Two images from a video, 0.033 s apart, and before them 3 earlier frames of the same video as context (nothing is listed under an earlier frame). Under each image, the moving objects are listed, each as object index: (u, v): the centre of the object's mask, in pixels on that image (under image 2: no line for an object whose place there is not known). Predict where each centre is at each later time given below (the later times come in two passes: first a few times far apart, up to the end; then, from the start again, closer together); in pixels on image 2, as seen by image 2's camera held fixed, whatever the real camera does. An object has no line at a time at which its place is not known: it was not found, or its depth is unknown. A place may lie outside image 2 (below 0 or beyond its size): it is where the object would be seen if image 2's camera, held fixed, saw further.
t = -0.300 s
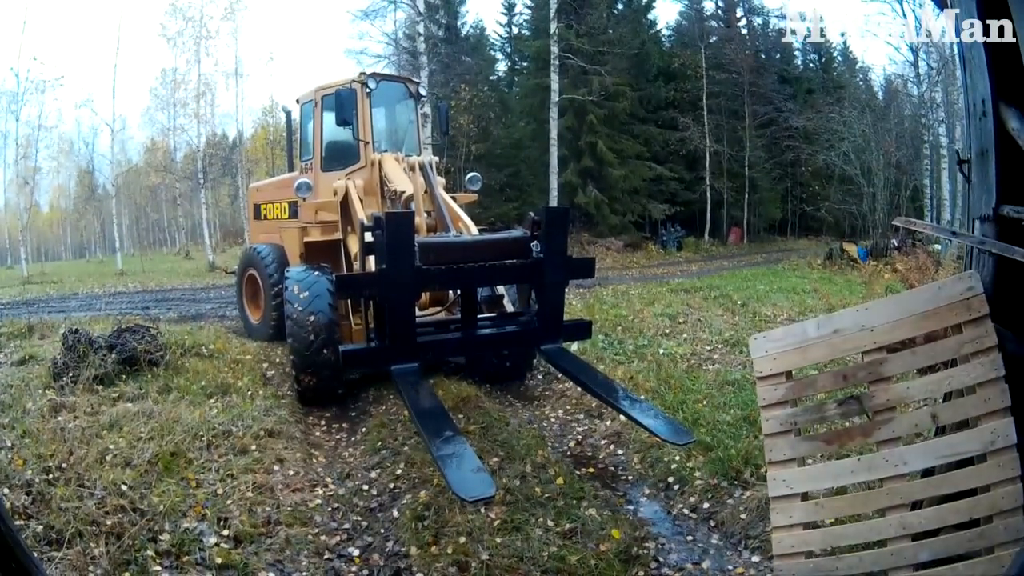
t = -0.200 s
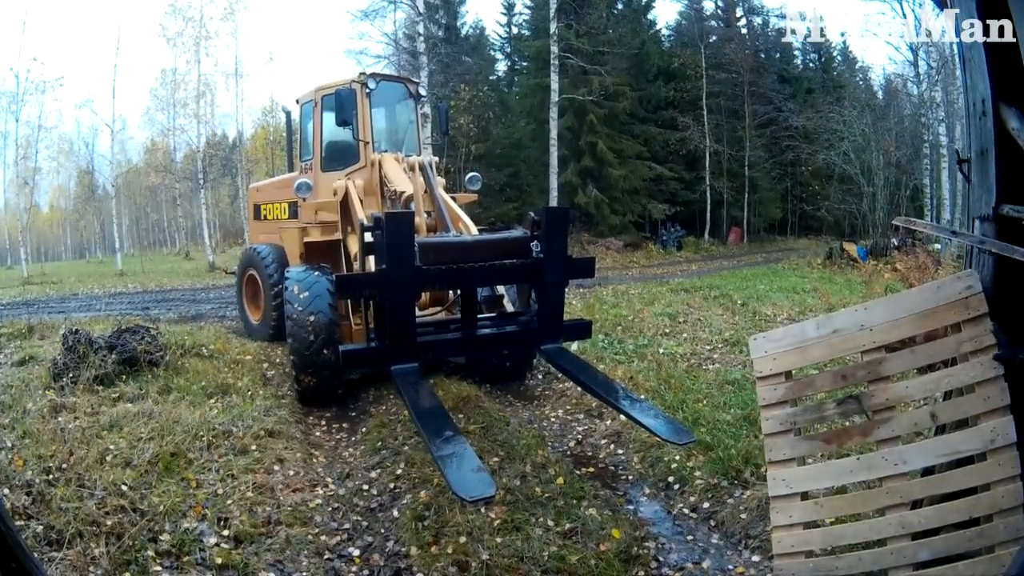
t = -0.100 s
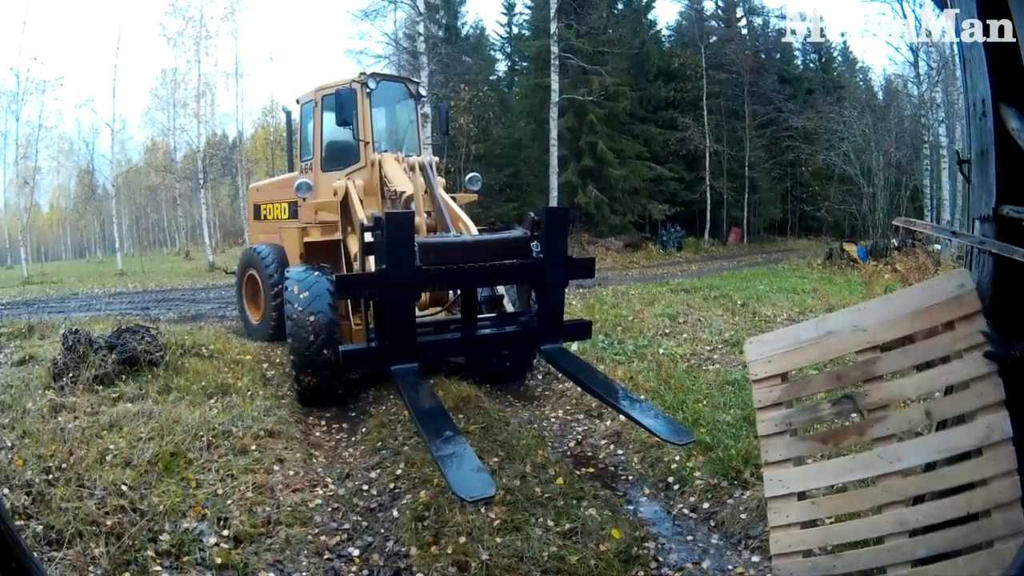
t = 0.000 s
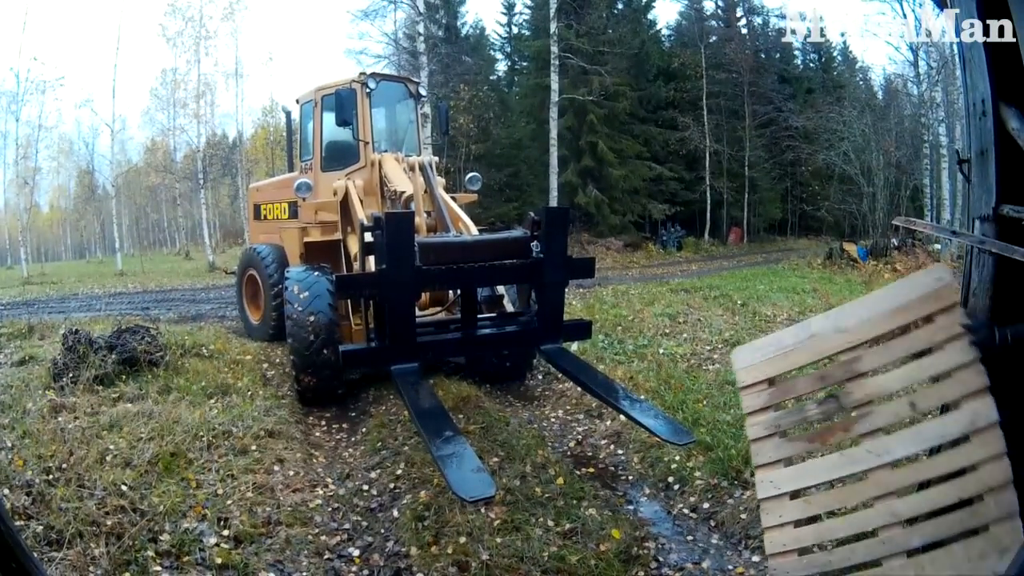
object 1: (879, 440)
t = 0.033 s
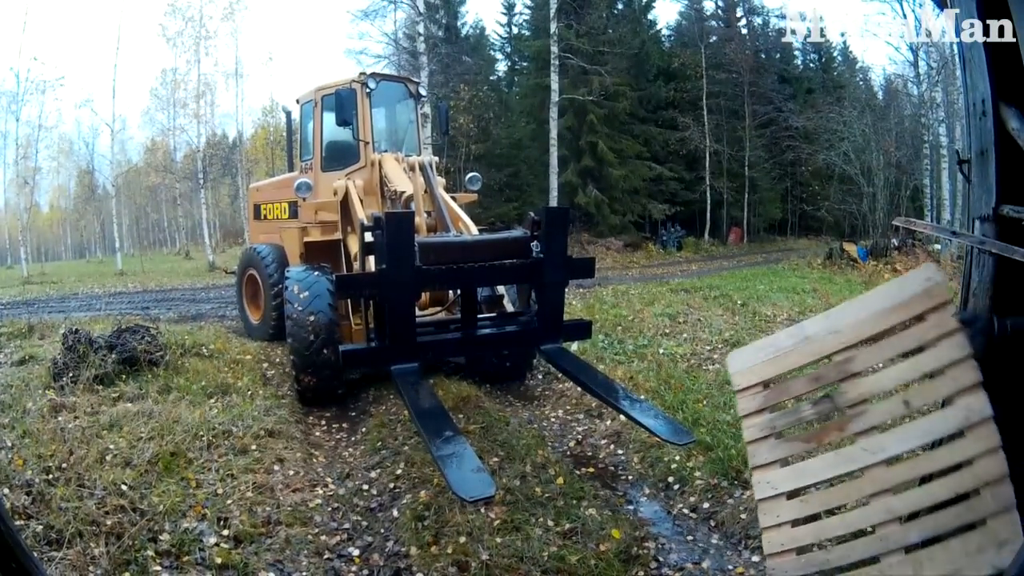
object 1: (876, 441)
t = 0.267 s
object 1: (852, 452)
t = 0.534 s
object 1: (828, 467)
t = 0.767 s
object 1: (826, 471)
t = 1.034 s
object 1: (826, 472)
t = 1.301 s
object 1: (825, 473)
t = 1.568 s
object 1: (824, 490)
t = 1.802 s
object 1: (822, 496)
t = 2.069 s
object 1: (822, 496)
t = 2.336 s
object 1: (822, 496)
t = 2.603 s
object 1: (822, 496)
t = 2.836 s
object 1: (822, 496)
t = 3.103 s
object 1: (822, 496)
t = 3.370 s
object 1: (822, 496)
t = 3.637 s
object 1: (822, 496)
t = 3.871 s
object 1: (822, 496)
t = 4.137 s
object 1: (822, 496)
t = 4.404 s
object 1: (822, 496)
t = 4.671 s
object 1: (822, 496)
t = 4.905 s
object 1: (822, 496)
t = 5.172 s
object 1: (822, 496)
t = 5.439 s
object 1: (822, 496)
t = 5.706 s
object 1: (822, 496)
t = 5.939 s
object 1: (822, 496)
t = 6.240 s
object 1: (822, 496)
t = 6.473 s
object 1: (822, 496)
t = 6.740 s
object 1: (822, 496)
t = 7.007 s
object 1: (822, 496)
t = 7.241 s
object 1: (822, 496)
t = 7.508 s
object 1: (822, 496)
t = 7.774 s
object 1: (822, 496)
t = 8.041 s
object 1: (822, 496)
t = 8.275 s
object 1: (822, 496)
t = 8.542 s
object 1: (822, 496)
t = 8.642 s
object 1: (822, 497)
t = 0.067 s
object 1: (873, 442)
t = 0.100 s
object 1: (870, 443)
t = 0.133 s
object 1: (866, 445)
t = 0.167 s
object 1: (865, 447)
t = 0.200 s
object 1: (859, 448)
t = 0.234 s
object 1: (856, 449)
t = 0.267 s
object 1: (852, 452)
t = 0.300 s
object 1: (849, 454)
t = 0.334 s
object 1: (846, 456)
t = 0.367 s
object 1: (842, 458)
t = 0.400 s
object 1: (838, 461)
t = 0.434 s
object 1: (834, 464)
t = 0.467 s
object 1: (831, 466)
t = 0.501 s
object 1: (830, 465)
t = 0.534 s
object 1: (828, 467)
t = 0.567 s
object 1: (826, 467)
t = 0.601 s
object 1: (824, 470)
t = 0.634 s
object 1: (824, 472)
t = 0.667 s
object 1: (824, 472)
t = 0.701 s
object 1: (825, 471)
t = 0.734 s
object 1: (827, 470)
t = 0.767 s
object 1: (826, 471)
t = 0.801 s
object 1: (827, 470)
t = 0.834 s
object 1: (827, 471)
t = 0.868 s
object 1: (827, 471)
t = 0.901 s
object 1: (827, 471)
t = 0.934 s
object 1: (827, 471)
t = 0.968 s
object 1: (827, 471)
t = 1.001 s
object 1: (827, 471)
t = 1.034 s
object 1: (826, 472)
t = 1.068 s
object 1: (826, 473)
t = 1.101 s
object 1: (825, 474)
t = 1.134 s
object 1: (825, 474)
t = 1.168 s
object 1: (825, 475)
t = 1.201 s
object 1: (826, 474)
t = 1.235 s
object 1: (826, 474)
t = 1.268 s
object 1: (826, 473)
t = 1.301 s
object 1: (825, 473)
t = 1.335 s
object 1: (825, 473)
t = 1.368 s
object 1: (824, 474)
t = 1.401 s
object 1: (825, 476)
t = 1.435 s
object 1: (824, 478)
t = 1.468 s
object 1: (824, 480)
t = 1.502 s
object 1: (823, 483)
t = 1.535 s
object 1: (823, 486)
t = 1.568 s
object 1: (824, 490)
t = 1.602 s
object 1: (824, 493)
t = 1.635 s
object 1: (824, 494)
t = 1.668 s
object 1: (823, 494)
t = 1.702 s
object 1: (823, 494)
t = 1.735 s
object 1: (823, 495)
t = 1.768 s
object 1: (822, 496)
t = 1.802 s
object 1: (822, 496)
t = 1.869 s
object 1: (822, 496)
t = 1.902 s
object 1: (822, 496)
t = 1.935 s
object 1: (822, 496)
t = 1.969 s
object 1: (822, 496)
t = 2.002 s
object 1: (822, 496)
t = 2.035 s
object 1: (822, 496)
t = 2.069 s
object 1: (822, 496)
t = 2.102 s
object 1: (822, 496)
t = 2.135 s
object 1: (822, 496)
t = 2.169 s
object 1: (822, 496)
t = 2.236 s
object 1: (822, 496)
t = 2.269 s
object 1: (822, 496)
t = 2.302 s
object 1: (822, 496)
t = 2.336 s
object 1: (822, 496)
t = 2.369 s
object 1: (822, 496)
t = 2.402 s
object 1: (822, 496)
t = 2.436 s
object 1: (822, 496)
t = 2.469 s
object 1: (822, 496)
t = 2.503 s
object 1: (822, 496)
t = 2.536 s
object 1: (822, 496)
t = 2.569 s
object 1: (822, 496)
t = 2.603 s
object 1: (822, 496)
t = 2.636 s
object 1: (822, 496)
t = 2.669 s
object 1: (822, 496)
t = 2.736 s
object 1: (822, 496)
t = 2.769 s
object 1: (822, 496)
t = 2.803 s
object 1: (822, 496)
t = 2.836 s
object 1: (822, 496)
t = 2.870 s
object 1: (822, 496)
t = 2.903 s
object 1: (822, 496)
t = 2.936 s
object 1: (822, 496)
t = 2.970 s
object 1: (822, 496)
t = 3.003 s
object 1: (822, 496)
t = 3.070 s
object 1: (822, 496)
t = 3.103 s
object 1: (822, 496)
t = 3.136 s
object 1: (822, 496)
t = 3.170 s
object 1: (822, 496)
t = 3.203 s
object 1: (822, 496)
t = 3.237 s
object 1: (822, 496)
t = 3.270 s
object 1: (822, 496)
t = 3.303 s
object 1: (822, 496)
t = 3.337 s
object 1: (822, 496)
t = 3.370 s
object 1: (822, 496)
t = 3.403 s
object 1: (822, 496)
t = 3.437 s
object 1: (822, 496)
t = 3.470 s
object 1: (822, 496)
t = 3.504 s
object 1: (822, 496)
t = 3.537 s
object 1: (822, 496)
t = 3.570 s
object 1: (822, 496)
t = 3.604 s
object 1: (822, 496)
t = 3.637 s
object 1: (822, 496)
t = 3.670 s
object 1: (822, 496)
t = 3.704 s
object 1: (822, 496)
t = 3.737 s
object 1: (822, 496)
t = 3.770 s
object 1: (822, 496)
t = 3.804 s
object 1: (822, 496)
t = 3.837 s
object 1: (822, 496)
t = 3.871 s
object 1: (822, 496)
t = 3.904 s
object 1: (822, 496)
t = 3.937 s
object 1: (822, 496)
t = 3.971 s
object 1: (822, 496)
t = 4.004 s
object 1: (822, 496)
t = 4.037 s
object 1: (822, 496)
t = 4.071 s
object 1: (822, 496)
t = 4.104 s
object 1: (822, 496)
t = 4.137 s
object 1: (822, 496)
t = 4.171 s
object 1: (822, 496)
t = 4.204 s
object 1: (822, 496)
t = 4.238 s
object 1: (822, 496)
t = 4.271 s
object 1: (822, 496)
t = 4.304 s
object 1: (822, 496)
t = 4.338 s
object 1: (822, 496)
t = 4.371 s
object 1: (822, 496)
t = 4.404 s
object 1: (822, 496)
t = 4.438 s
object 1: (822, 496)
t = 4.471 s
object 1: (822, 496)
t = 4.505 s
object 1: (822, 496)
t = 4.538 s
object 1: (822, 496)
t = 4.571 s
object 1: (822, 496)
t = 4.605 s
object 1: (822, 496)
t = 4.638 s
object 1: (822, 496)
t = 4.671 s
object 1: (822, 496)
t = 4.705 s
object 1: (822, 496)
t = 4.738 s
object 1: (822, 496)
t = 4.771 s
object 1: (822, 496)
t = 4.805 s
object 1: (822, 496)
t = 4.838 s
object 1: (822, 496)
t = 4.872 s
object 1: (822, 496)
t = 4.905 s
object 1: (822, 496)
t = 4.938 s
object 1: (822, 496)
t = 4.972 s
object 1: (822, 496)
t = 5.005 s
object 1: (822, 496)
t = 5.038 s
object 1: (822, 496)
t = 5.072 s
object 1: (822, 496)
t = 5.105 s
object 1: (822, 496)
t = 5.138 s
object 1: (822, 496)
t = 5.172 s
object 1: (822, 496)
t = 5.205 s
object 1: (822, 496)
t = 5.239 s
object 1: (822, 496)
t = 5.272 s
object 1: (822, 496)
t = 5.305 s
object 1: (822, 496)
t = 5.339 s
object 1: (822, 496)
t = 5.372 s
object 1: (822, 496)
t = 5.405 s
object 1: (822, 496)
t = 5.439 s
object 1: (822, 496)
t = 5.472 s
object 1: (822, 496)
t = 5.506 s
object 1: (822, 496)
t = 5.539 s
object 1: (822, 496)
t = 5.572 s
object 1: (822, 496)
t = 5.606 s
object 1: (822, 496)
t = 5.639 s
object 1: (822, 496)
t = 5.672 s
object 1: (822, 496)
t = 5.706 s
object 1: (822, 496)
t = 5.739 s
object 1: (822, 496)
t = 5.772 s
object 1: (822, 496)
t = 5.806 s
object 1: (822, 496)
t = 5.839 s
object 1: (822, 496)
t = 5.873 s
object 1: (822, 496)
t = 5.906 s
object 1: (822, 496)
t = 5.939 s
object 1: (822, 496)
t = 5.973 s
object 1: (822, 496)
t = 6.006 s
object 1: (822, 496)
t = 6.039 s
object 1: (822, 496)
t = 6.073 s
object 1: (822, 496)
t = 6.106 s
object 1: (822, 496)
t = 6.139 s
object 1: (822, 496)
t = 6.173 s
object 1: (822, 496)
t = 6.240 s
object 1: (822, 496)
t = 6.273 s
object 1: (822, 496)
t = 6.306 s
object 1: (822, 496)
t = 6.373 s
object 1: (822, 496)
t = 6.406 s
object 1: (822, 496)
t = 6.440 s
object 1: (822, 496)
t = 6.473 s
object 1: (822, 496)
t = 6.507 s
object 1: (822, 496)
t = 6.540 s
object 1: (822, 496)
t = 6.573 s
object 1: (822, 496)
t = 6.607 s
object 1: (822, 496)
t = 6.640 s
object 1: (822, 496)
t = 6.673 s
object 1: (822, 496)
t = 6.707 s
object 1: (822, 496)
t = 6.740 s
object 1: (822, 496)
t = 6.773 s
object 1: (822, 496)
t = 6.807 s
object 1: (822, 496)
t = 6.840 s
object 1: (822, 496)
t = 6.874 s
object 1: (822, 496)
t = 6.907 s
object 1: (822, 496)
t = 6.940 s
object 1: (822, 496)
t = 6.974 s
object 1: (822, 496)
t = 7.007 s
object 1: (822, 496)
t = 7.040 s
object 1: (822, 496)
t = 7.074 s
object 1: (822, 496)
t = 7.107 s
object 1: (822, 496)
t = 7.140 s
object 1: (822, 496)
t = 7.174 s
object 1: (822, 496)
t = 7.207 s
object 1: (822, 496)
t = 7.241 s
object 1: (822, 496)
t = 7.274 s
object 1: (822, 496)
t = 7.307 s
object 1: (822, 496)
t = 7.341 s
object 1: (822, 496)
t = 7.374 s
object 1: (822, 496)
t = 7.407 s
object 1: (822, 496)
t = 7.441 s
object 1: (822, 496)
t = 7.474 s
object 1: (822, 496)
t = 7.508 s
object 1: (822, 496)
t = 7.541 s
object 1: (822, 496)
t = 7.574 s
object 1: (822, 496)
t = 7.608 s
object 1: (822, 496)
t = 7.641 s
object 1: (822, 496)
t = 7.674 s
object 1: (822, 496)
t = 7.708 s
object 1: (822, 496)
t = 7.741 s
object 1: (822, 496)
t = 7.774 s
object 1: (822, 496)
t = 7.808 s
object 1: (822, 496)
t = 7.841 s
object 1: (822, 496)
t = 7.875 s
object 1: (822, 496)
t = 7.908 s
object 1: (822, 496)
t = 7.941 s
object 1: (822, 496)
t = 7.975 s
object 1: (822, 496)
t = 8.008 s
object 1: (822, 496)
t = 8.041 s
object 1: (822, 496)
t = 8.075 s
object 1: (822, 496)
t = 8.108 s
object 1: (822, 496)
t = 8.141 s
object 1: (822, 496)
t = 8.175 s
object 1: (822, 496)
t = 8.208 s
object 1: (822, 496)
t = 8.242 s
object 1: (822, 496)
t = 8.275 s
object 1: (822, 496)
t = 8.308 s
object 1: (822, 496)
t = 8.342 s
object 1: (822, 496)
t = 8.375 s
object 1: (822, 496)
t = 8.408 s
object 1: (822, 496)
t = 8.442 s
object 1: (822, 496)
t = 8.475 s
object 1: (822, 496)
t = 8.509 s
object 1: (822, 496)
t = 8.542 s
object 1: (822, 496)
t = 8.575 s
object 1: (822, 496)
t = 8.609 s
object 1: (822, 496)
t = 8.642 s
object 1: (822, 497)
